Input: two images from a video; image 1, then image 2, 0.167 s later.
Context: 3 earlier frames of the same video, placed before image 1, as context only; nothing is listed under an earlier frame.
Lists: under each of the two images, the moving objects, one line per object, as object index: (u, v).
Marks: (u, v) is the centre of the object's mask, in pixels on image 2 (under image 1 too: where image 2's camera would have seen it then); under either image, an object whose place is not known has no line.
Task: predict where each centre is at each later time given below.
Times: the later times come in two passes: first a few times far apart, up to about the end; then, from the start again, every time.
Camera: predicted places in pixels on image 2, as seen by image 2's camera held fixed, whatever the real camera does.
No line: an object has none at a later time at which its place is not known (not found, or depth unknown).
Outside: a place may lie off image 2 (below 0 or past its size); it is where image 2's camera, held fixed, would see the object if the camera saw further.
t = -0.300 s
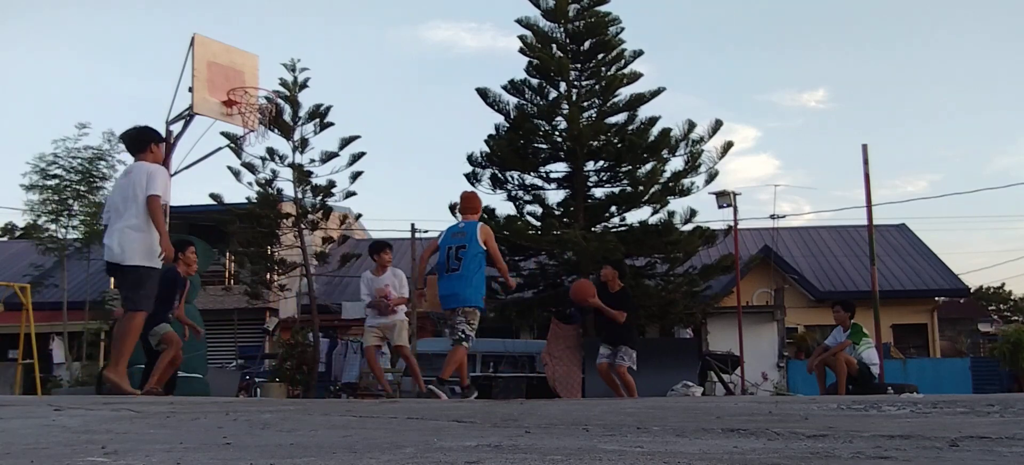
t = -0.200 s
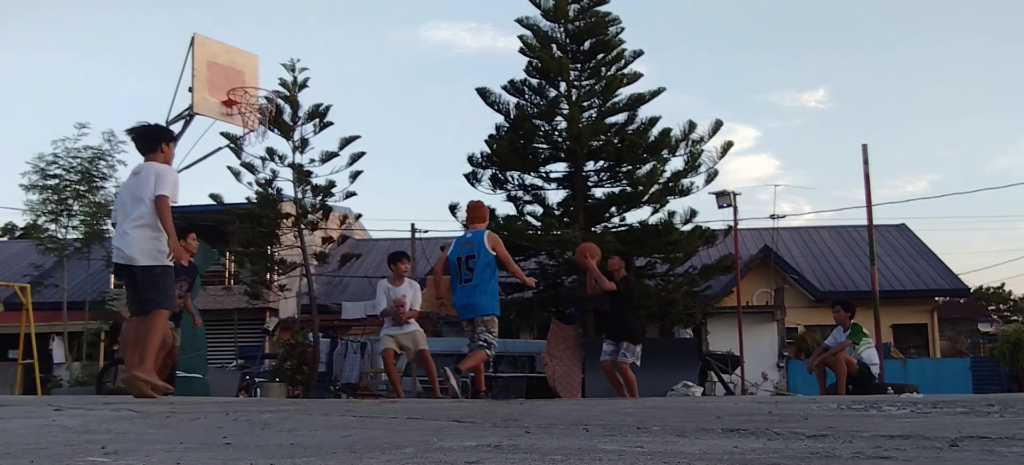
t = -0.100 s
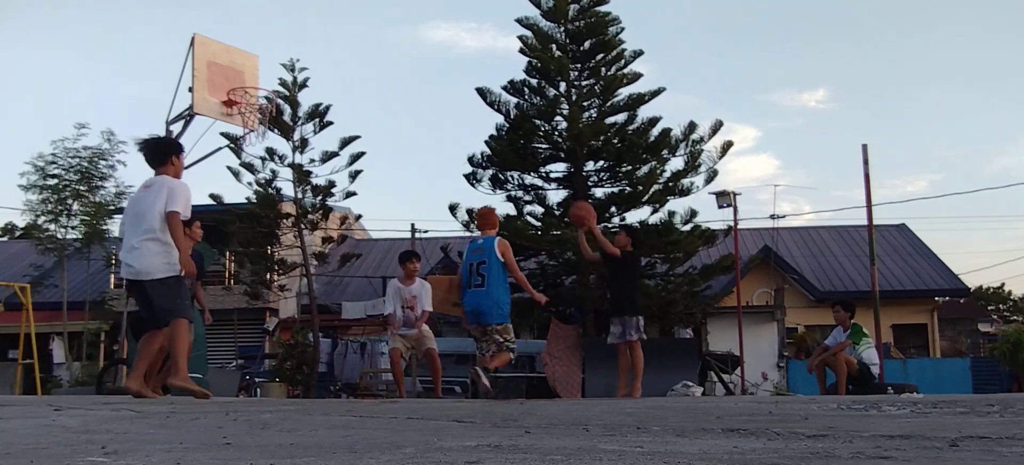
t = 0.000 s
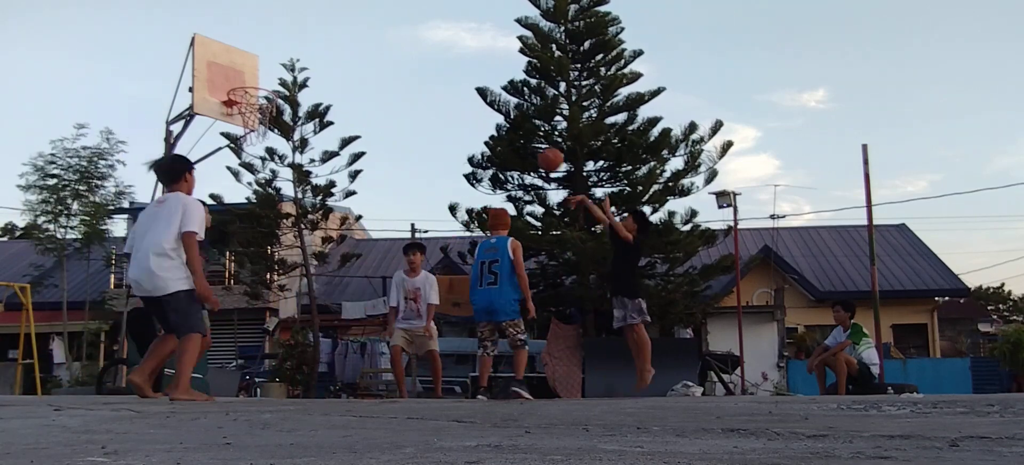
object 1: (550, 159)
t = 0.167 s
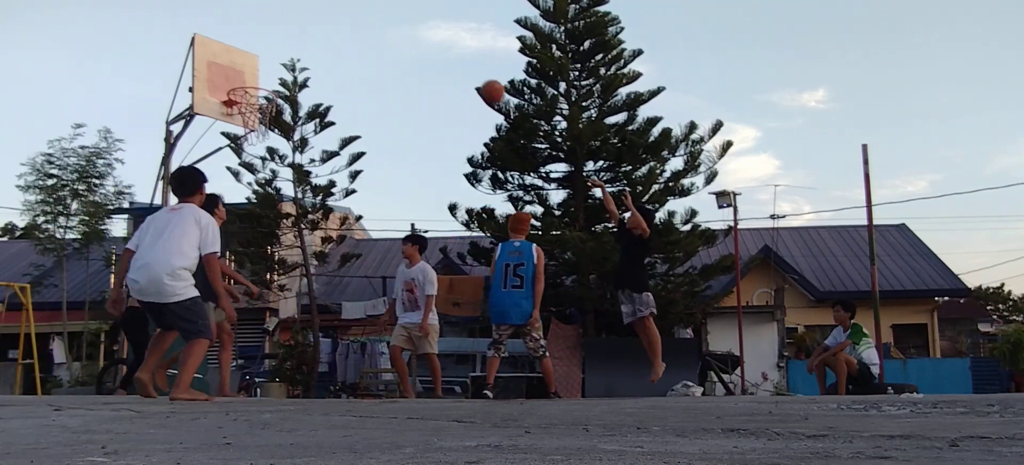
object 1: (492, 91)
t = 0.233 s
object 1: (469, 72)
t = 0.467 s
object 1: (392, 38)
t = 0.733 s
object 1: (306, 63)
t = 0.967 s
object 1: (268, 71)
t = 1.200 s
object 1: (249, 88)
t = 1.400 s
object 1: (245, 76)
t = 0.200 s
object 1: (481, 82)
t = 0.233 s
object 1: (469, 72)
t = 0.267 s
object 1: (458, 64)
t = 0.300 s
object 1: (447, 57)
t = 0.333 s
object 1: (436, 51)
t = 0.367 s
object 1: (425, 47)
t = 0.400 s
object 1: (414, 43)
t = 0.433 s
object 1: (403, 40)
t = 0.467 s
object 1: (392, 38)
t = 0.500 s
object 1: (381, 38)
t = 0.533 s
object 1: (371, 38)
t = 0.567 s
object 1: (360, 40)
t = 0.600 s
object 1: (349, 42)
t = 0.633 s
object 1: (338, 46)
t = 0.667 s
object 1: (327, 50)
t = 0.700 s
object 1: (317, 56)
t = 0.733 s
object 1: (306, 63)
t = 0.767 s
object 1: (295, 71)
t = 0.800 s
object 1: (285, 80)
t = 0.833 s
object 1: (278, 84)
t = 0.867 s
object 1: (275, 80)
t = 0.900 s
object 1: (273, 76)
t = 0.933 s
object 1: (270, 73)
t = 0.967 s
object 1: (268, 71)
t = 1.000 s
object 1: (265, 70)
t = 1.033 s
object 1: (262, 71)
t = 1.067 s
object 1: (260, 72)
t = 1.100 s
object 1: (257, 74)
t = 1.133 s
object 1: (255, 77)
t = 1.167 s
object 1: (252, 82)
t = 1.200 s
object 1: (249, 88)
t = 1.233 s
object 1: (247, 92)
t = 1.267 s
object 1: (247, 86)
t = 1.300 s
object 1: (246, 82)
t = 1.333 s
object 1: (246, 79)
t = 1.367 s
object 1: (246, 77)
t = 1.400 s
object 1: (245, 76)
